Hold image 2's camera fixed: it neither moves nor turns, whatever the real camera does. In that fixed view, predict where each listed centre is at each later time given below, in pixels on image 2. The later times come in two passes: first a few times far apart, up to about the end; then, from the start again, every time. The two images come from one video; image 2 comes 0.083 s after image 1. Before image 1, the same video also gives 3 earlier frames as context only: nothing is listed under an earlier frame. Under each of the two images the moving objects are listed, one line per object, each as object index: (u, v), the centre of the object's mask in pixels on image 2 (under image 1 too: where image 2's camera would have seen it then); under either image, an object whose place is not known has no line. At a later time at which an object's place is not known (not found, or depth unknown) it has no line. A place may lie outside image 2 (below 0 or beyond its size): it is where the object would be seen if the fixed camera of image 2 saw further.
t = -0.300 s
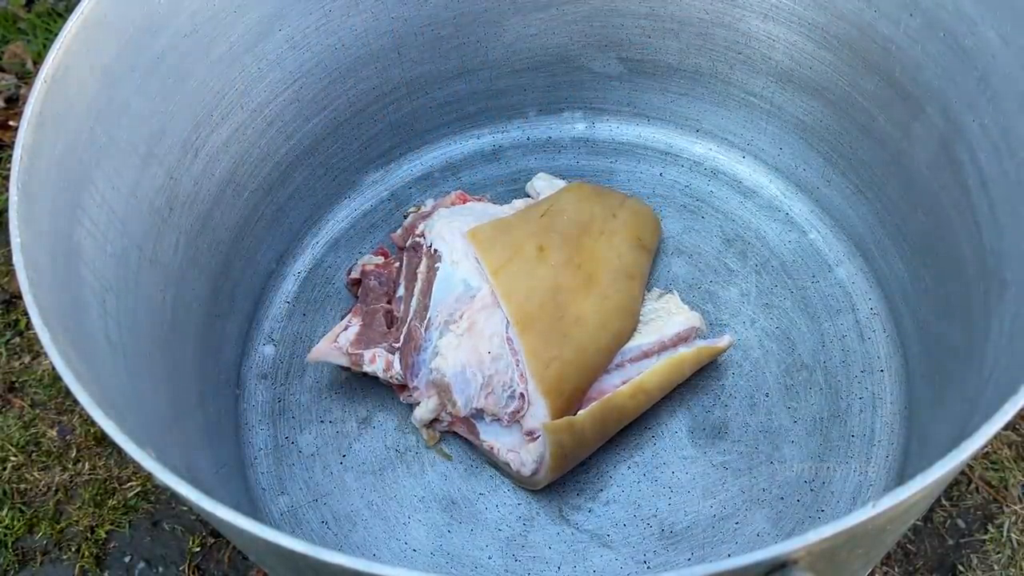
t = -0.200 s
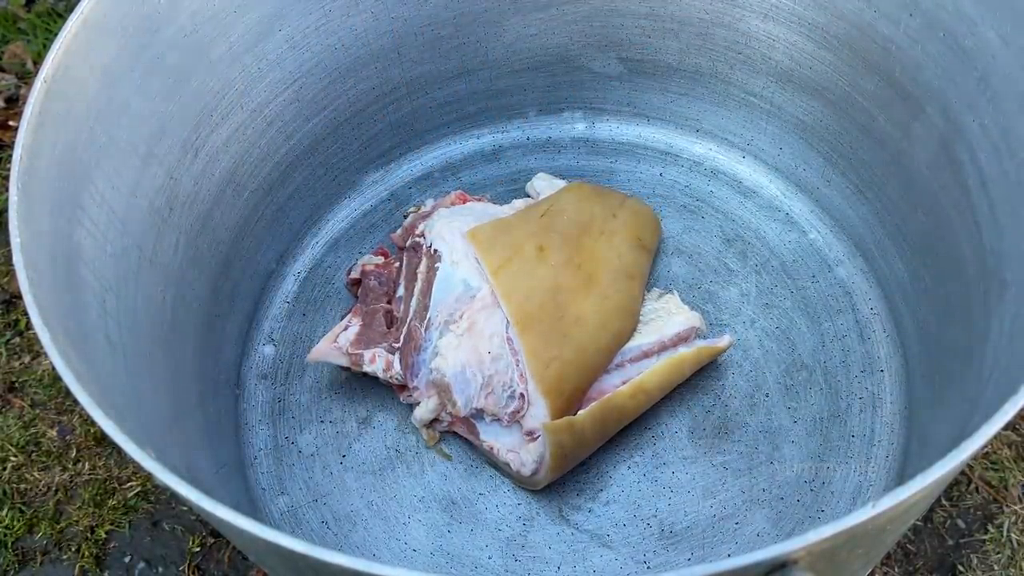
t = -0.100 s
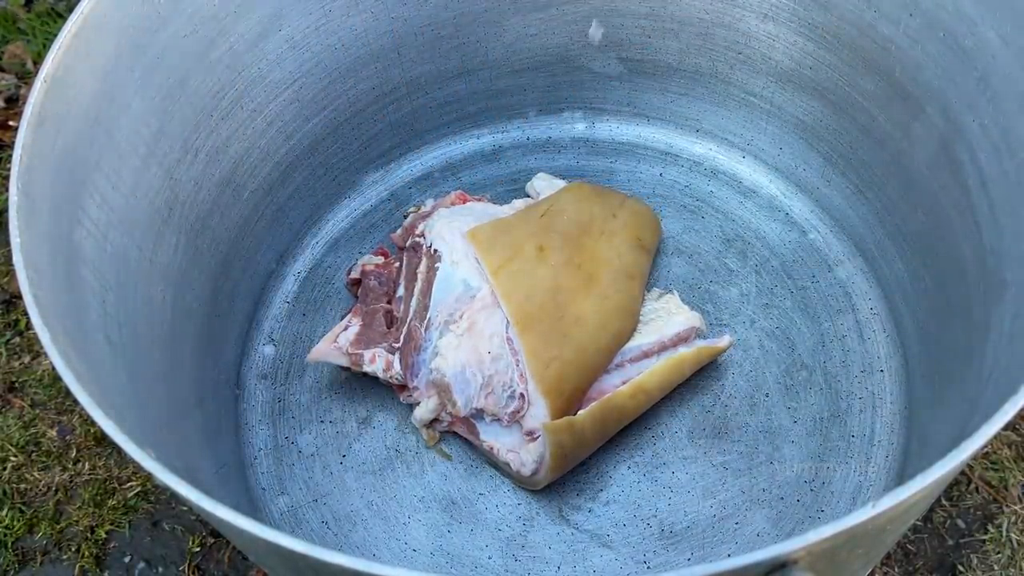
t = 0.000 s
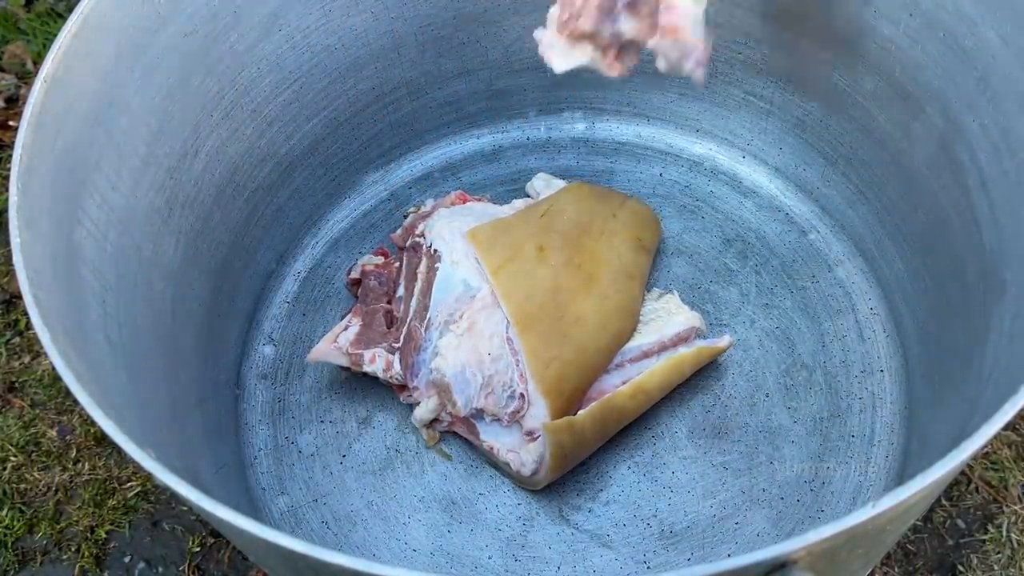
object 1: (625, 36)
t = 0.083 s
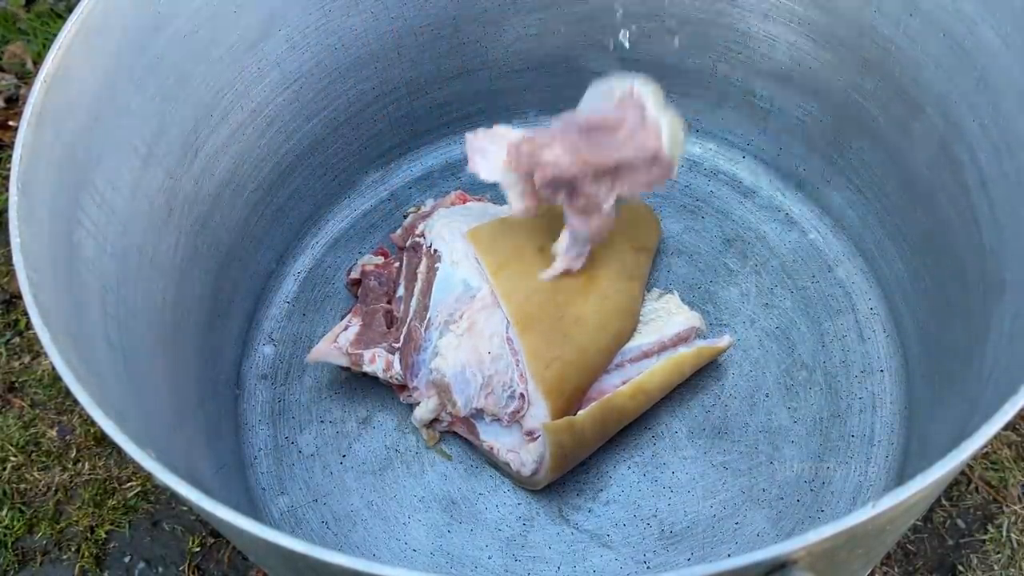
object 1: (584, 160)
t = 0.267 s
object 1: (638, 256)
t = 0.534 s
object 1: (687, 279)
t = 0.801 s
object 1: (687, 280)
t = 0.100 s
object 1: (578, 198)
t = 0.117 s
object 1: (577, 230)
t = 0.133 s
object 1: (583, 246)
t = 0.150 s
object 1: (596, 251)
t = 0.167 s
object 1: (603, 250)
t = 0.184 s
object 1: (609, 250)
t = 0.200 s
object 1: (617, 250)
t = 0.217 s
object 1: (622, 251)
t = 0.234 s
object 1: (627, 252)
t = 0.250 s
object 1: (632, 254)
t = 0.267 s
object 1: (638, 256)
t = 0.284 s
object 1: (644, 259)
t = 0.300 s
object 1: (649, 261)
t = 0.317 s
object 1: (656, 264)
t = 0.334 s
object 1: (663, 266)
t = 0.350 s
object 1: (670, 267)
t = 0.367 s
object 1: (676, 269)
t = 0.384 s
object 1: (681, 270)
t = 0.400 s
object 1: (684, 272)
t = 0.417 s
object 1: (687, 274)
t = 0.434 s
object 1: (688, 275)
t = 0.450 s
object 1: (688, 276)
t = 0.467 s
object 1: (688, 276)
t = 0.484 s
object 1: (688, 277)
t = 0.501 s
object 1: (687, 278)
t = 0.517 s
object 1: (687, 278)
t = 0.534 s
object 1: (687, 279)
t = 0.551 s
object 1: (686, 279)
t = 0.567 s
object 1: (686, 279)
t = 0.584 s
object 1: (686, 279)
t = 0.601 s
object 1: (686, 279)
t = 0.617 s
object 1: (686, 279)
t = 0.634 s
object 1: (686, 279)
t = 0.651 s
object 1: (686, 279)
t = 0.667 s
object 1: (686, 279)
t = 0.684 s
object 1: (687, 279)
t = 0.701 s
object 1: (687, 279)
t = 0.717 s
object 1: (686, 279)
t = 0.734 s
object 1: (687, 279)
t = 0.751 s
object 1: (687, 279)
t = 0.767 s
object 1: (687, 280)
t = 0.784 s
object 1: (687, 280)
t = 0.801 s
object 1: (687, 280)
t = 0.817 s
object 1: (687, 280)
